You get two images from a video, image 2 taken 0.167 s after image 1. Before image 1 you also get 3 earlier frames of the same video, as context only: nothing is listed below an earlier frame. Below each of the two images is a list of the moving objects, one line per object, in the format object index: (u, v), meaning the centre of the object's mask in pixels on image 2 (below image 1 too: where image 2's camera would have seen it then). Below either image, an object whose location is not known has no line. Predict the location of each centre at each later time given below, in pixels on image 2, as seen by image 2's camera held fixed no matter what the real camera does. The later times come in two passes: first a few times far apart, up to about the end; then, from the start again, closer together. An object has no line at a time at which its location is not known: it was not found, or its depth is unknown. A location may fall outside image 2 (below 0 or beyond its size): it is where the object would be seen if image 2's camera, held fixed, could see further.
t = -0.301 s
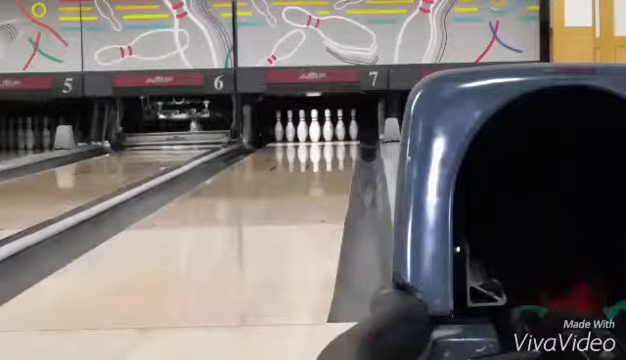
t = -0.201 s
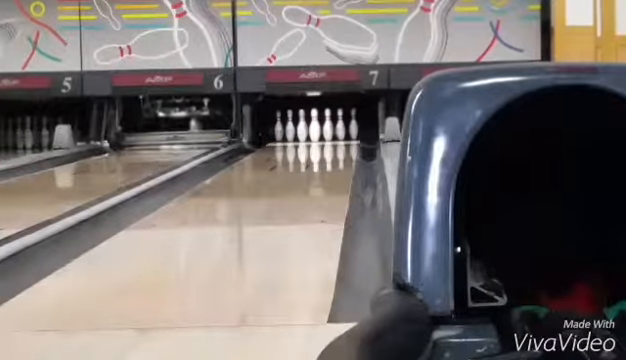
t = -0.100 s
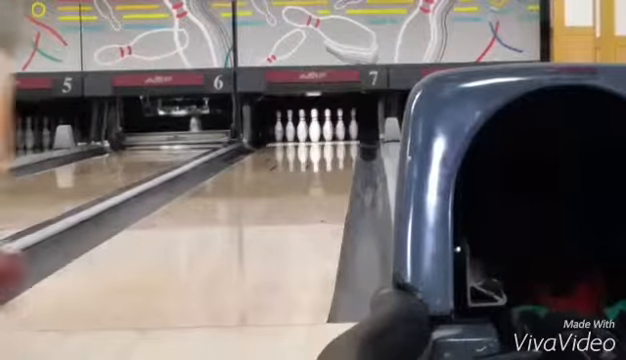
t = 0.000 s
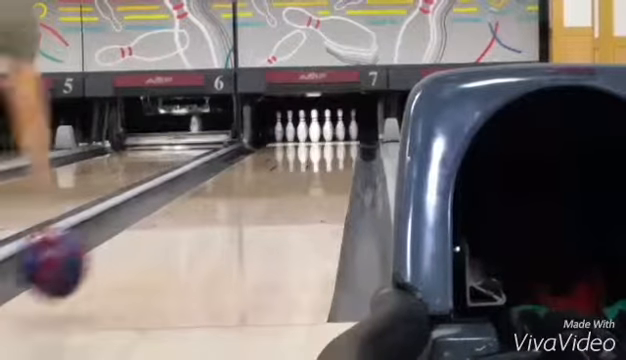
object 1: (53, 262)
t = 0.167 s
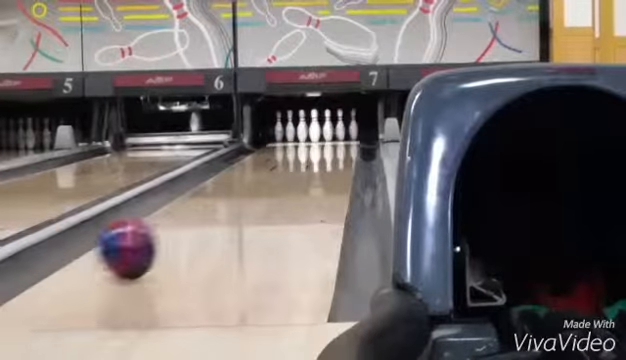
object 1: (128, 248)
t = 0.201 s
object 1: (139, 243)
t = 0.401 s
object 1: (197, 217)
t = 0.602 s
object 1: (237, 199)
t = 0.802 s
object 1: (266, 184)
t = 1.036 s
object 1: (291, 172)
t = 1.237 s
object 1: (308, 162)
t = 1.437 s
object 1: (319, 155)
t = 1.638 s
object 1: (328, 150)
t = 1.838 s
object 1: (333, 145)
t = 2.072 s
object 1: (334, 141)
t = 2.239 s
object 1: (334, 139)
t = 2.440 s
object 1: (329, 135)
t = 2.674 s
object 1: (325, 133)
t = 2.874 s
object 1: (330, 133)
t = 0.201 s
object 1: (139, 243)
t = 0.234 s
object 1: (151, 238)
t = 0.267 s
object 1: (162, 234)
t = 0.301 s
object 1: (172, 229)
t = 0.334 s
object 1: (180, 225)
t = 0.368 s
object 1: (189, 221)
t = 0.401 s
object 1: (197, 217)
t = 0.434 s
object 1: (204, 214)
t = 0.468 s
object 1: (212, 210)
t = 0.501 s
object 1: (218, 208)
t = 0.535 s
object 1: (225, 204)
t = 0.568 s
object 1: (231, 202)
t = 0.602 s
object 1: (237, 199)
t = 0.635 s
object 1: (243, 197)
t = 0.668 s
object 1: (248, 193)
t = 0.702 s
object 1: (252, 191)
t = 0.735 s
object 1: (257, 188)
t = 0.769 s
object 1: (262, 187)
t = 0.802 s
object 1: (266, 184)
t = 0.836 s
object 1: (270, 182)
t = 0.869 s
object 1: (274, 180)
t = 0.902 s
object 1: (278, 178)
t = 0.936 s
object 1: (281, 177)
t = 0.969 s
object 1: (284, 175)
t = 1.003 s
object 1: (288, 173)
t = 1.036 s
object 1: (291, 172)
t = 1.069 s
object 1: (294, 170)
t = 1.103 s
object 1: (297, 169)
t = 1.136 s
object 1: (299, 167)
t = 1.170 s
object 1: (301, 166)
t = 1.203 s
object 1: (305, 164)
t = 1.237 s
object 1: (308, 162)
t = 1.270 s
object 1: (309, 161)
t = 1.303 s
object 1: (311, 160)
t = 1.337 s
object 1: (313, 158)
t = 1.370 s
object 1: (316, 158)
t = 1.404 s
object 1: (317, 156)
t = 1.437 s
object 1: (319, 155)
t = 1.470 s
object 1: (321, 155)
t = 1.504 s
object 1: (322, 154)
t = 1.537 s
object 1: (324, 153)
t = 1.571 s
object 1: (325, 152)
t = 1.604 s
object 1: (326, 151)
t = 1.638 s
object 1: (328, 150)
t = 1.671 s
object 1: (329, 149)
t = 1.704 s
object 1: (330, 148)
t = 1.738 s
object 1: (331, 147)
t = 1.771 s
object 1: (332, 147)
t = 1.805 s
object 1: (333, 146)
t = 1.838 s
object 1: (333, 145)
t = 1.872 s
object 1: (333, 145)
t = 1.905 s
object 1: (334, 144)
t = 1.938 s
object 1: (334, 143)
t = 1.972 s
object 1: (334, 143)
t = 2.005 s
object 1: (334, 142)
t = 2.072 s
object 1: (334, 141)
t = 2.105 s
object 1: (335, 141)
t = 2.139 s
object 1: (335, 140)
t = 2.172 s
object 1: (335, 139)
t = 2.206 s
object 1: (334, 139)
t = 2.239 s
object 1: (334, 139)
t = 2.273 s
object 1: (333, 138)
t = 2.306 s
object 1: (332, 137)
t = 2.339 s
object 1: (331, 137)
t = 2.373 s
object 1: (331, 136)
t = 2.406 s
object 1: (330, 136)
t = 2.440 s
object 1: (329, 135)
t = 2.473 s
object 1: (328, 135)
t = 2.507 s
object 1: (328, 135)
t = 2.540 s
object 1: (327, 135)
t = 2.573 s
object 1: (326, 134)
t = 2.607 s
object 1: (326, 134)
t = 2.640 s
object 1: (325, 133)
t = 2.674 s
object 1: (325, 133)
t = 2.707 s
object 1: (326, 133)
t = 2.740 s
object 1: (326, 133)
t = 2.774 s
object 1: (328, 133)
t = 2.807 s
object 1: (328, 133)
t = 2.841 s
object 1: (329, 133)
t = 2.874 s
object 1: (330, 133)
